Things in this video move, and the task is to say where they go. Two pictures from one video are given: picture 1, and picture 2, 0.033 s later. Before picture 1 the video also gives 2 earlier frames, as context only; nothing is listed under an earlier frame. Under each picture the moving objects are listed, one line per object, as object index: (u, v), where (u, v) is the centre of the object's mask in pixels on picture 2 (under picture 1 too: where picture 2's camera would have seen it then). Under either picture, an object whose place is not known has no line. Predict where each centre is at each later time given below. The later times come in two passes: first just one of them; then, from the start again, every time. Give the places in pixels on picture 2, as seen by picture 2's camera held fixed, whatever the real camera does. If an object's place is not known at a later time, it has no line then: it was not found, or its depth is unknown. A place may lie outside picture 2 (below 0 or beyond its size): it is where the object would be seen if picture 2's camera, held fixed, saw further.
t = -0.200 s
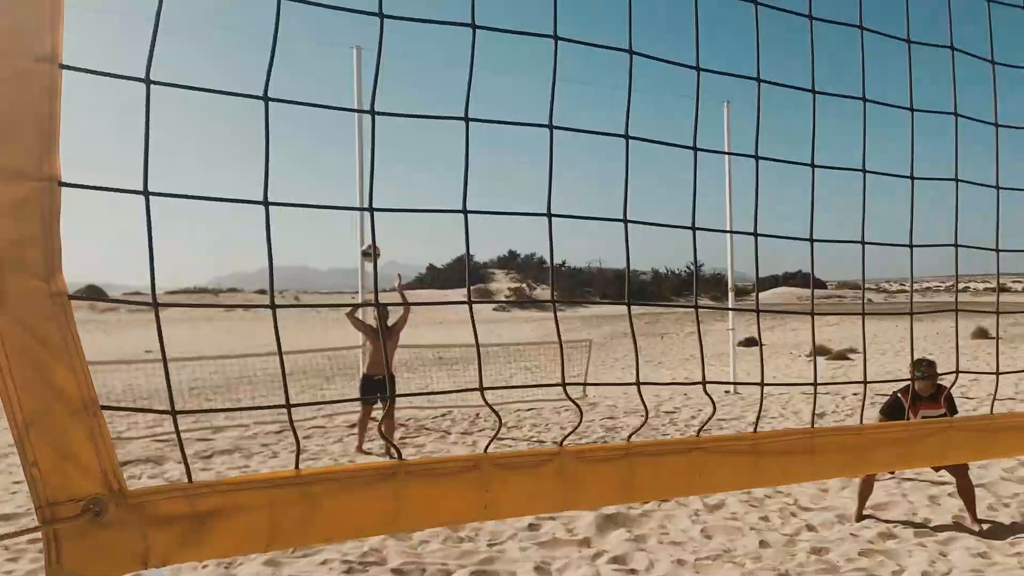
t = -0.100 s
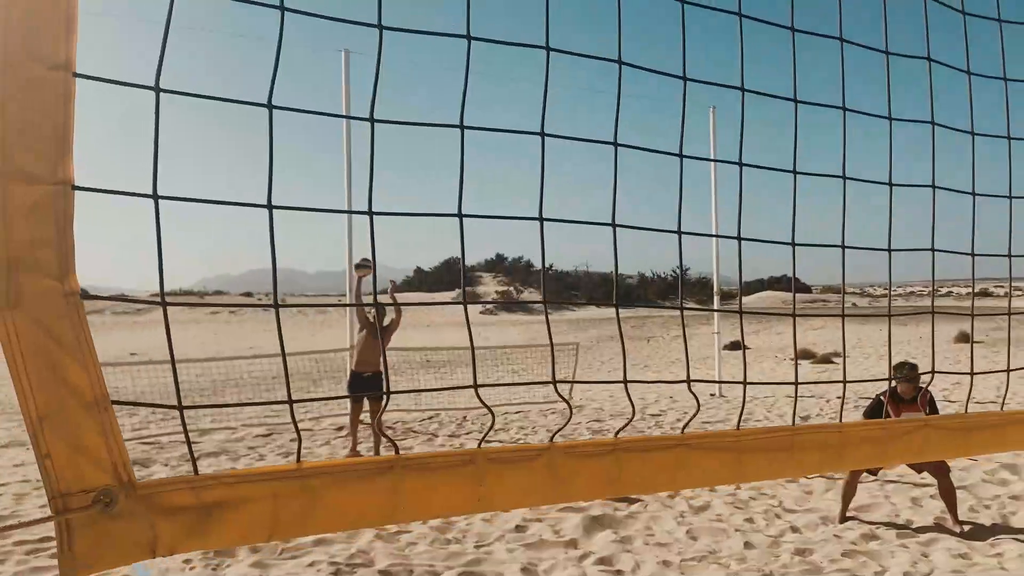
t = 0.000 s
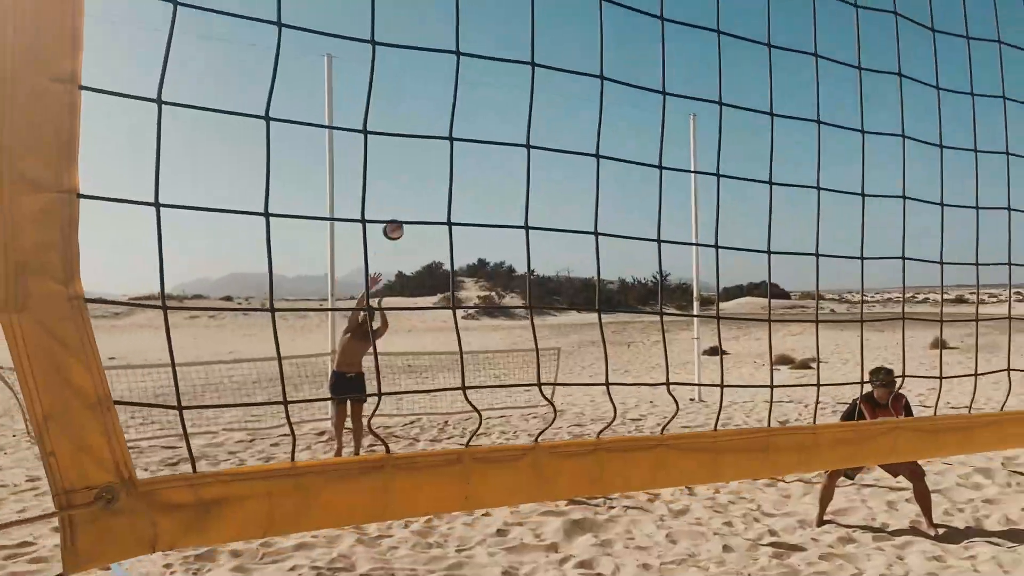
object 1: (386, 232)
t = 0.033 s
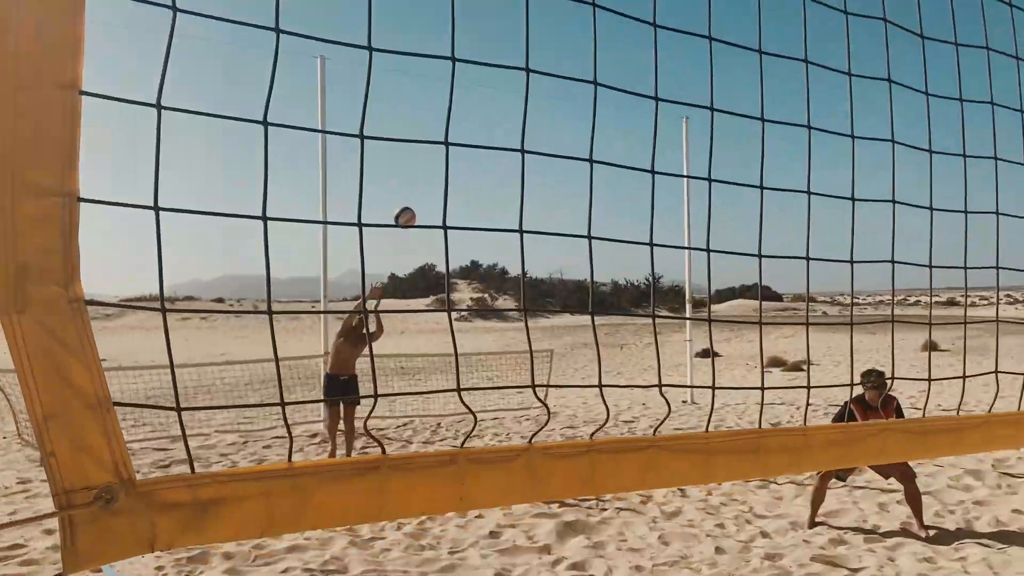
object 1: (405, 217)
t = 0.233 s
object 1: (549, 139)
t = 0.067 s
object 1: (425, 204)
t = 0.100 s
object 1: (446, 191)
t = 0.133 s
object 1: (469, 177)
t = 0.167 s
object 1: (494, 164)
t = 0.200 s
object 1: (520, 151)
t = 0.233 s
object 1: (549, 139)
